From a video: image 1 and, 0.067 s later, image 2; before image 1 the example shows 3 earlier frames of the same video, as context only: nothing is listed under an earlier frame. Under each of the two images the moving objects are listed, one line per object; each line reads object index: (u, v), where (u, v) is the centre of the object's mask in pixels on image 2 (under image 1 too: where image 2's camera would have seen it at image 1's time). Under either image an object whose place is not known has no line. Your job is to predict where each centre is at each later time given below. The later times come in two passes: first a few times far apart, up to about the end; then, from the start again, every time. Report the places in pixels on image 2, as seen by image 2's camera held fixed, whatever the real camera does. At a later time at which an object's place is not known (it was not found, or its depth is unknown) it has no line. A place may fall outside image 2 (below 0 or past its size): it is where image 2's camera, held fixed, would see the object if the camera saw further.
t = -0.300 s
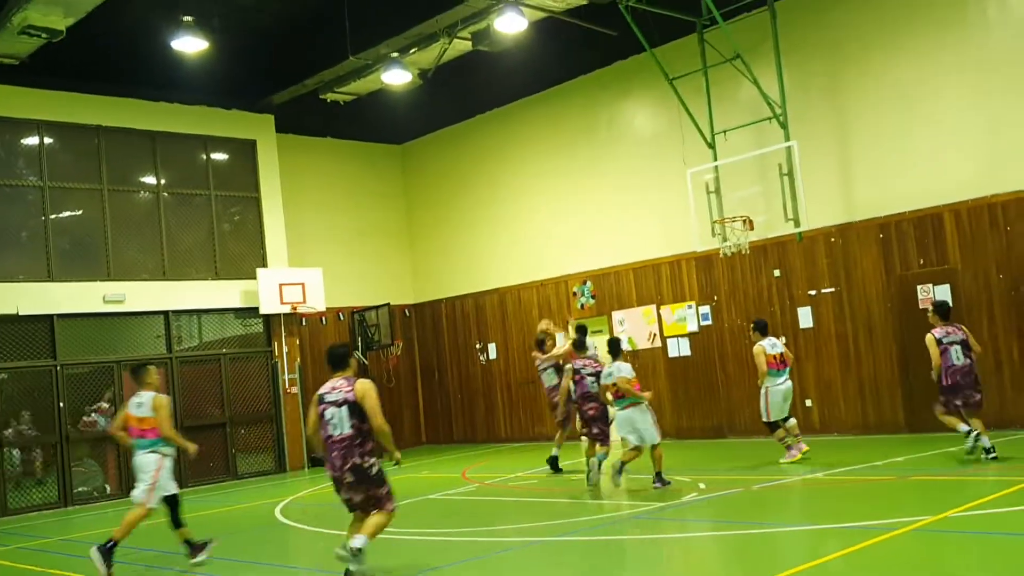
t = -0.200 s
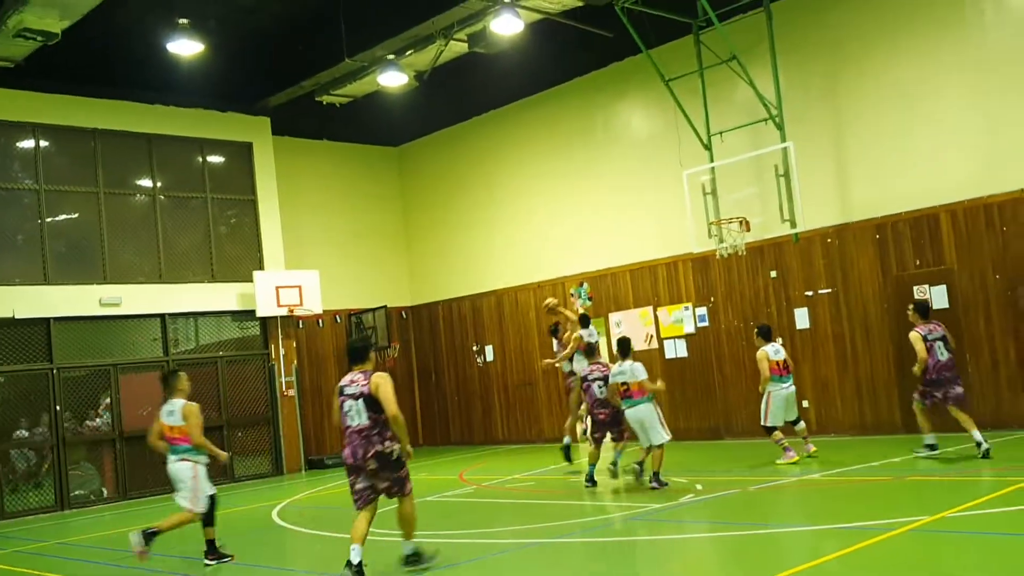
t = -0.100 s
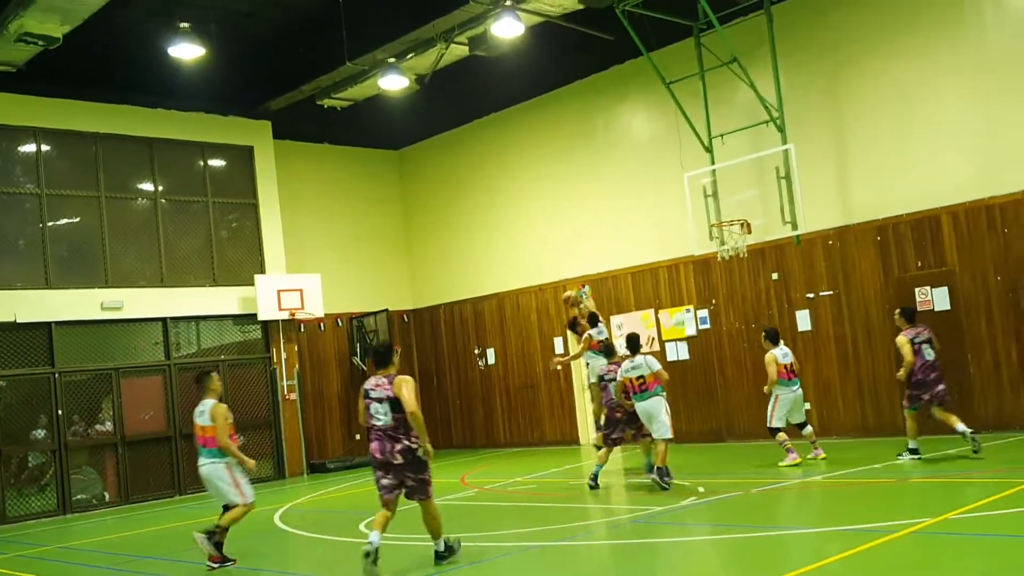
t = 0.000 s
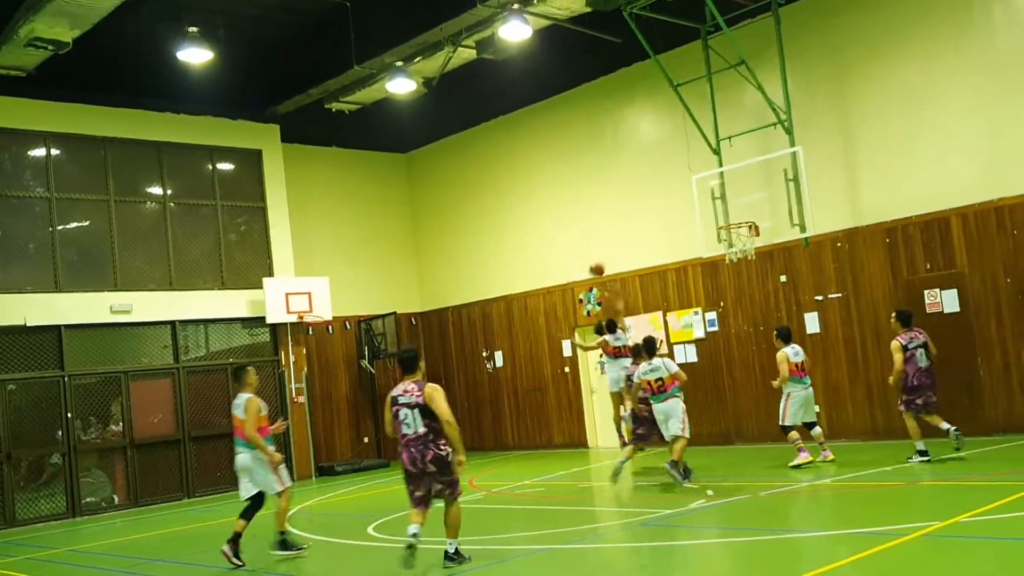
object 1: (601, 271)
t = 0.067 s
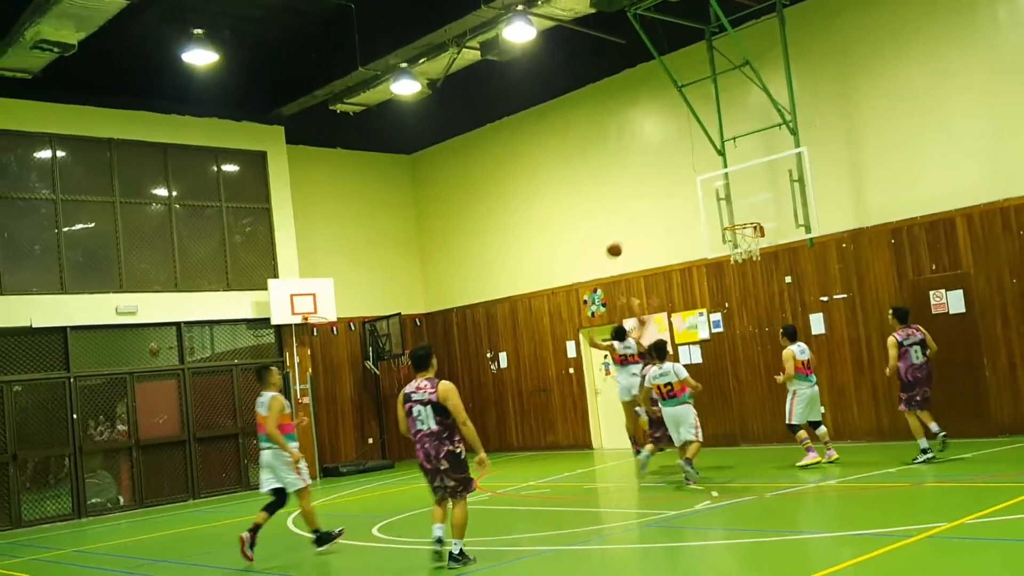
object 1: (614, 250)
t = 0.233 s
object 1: (648, 212)
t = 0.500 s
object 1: (704, 192)
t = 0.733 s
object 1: (718, 211)
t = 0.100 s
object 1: (621, 241)
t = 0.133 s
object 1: (627, 232)
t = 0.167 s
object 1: (634, 225)
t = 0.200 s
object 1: (641, 218)
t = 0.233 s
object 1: (648, 212)
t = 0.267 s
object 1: (655, 207)
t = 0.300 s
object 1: (661, 203)
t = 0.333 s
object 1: (668, 199)
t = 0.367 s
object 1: (675, 196)
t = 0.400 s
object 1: (682, 194)
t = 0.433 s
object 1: (689, 193)
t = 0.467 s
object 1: (696, 192)
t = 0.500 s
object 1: (704, 192)
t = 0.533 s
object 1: (711, 193)
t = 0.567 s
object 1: (719, 194)
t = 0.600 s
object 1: (724, 197)
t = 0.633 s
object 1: (722, 199)
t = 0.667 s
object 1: (721, 203)
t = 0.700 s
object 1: (719, 206)
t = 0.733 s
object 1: (718, 211)
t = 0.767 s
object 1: (716, 218)
